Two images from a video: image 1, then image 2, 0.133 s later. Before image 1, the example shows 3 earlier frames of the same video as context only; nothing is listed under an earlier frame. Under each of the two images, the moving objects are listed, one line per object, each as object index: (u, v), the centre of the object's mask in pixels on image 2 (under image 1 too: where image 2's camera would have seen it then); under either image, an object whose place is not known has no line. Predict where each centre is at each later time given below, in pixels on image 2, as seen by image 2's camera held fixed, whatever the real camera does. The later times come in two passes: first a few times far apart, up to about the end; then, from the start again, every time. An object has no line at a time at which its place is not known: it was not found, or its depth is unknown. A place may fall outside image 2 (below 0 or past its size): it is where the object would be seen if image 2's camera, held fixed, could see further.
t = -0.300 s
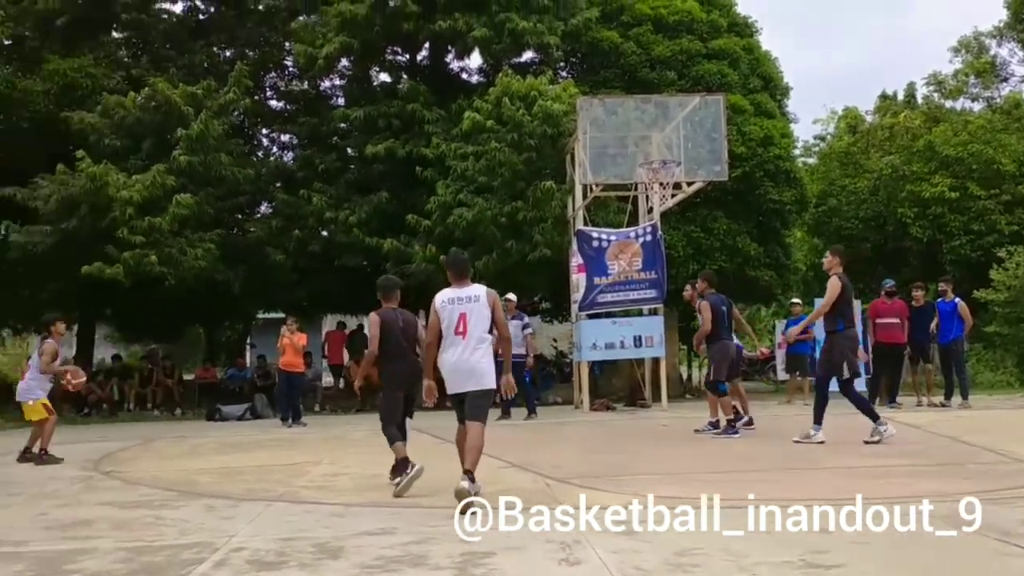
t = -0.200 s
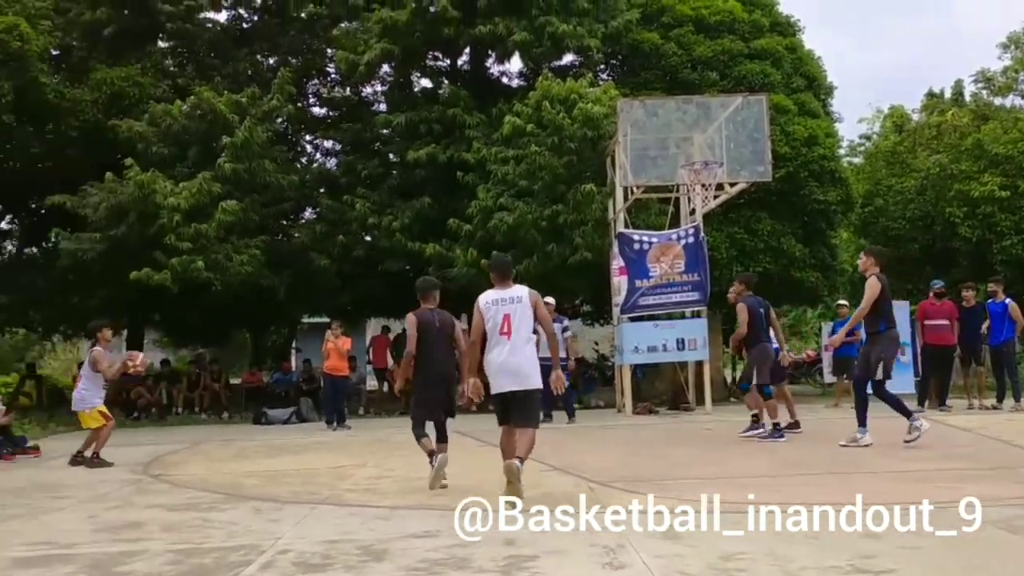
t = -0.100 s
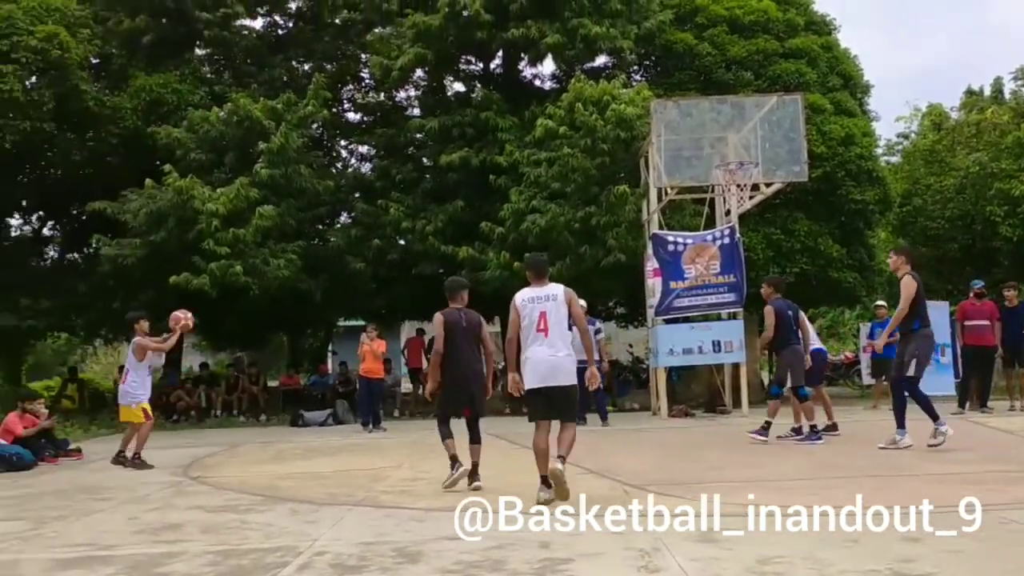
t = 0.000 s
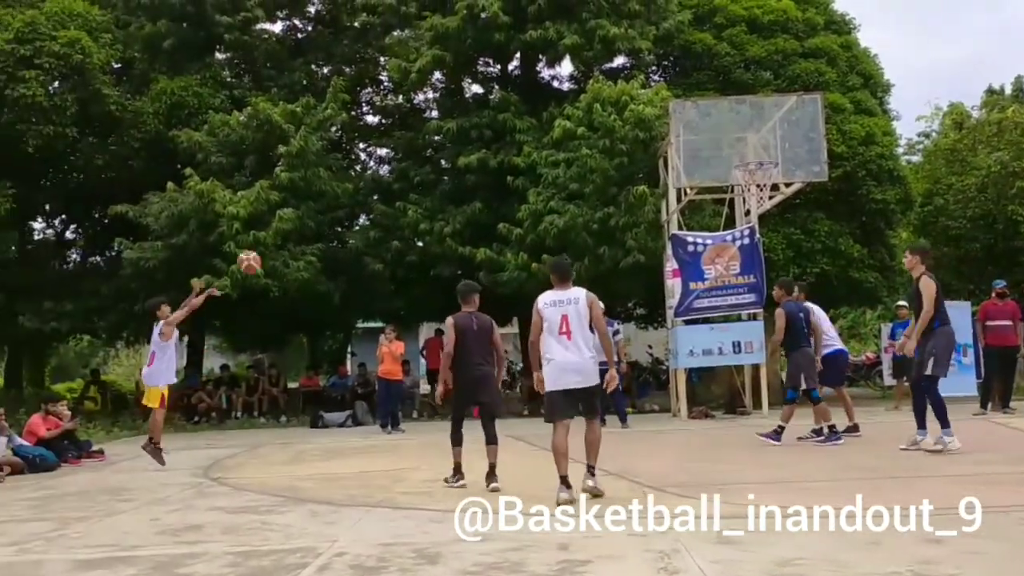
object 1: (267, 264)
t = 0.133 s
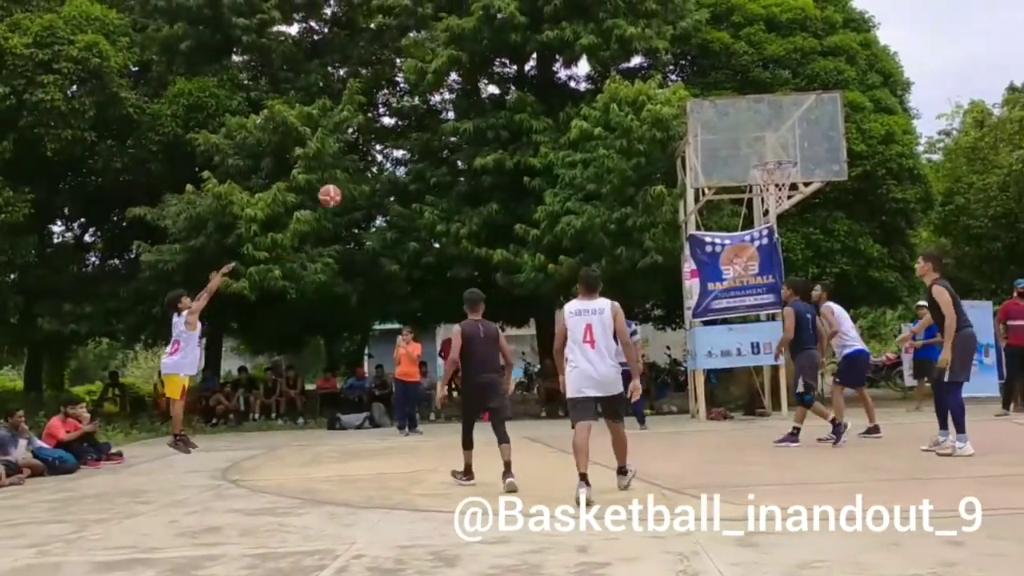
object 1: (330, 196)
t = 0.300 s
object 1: (405, 133)
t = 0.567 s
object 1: (522, 83)
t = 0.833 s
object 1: (638, 90)
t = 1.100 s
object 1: (752, 156)
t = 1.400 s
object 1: (794, 106)
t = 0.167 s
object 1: (345, 181)
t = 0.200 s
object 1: (361, 167)
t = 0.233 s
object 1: (376, 155)
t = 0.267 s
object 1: (390, 144)
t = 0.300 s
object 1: (405, 133)
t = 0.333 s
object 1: (421, 124)
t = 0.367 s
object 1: (436, 115)
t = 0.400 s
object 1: (450, 108)
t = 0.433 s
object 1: (464, 101)
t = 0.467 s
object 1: (480, 95)
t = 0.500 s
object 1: (493, 90)
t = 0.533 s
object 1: (508, 87)
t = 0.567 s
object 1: (522, 83)
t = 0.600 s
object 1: (537, 81)
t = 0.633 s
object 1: (552, 80)
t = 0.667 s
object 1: (566, 80)
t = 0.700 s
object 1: (580, 81)
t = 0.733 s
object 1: (596, 81)
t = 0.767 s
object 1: (610, 83)
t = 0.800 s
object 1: (623, 86)
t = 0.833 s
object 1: (638, 90)
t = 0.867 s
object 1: (652, 95)
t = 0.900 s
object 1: (667, 102)
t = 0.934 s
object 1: (681, 109)
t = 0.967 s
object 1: (694, 116)
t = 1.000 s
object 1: (709, 126)
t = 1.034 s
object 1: (724, 135)
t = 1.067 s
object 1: (738, 145)
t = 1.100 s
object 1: (752, 156)
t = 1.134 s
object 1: (757, 150)
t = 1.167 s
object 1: (761, 141)
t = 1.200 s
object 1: (765, 133)
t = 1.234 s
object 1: (770, 126)
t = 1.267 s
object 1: (775, 121)
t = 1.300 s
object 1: (780, 116)
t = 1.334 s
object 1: (784, 111)
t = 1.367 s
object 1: (789, 109)
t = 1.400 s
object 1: (794, 106)
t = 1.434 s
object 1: (799, 105)
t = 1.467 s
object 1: (804, 104)
